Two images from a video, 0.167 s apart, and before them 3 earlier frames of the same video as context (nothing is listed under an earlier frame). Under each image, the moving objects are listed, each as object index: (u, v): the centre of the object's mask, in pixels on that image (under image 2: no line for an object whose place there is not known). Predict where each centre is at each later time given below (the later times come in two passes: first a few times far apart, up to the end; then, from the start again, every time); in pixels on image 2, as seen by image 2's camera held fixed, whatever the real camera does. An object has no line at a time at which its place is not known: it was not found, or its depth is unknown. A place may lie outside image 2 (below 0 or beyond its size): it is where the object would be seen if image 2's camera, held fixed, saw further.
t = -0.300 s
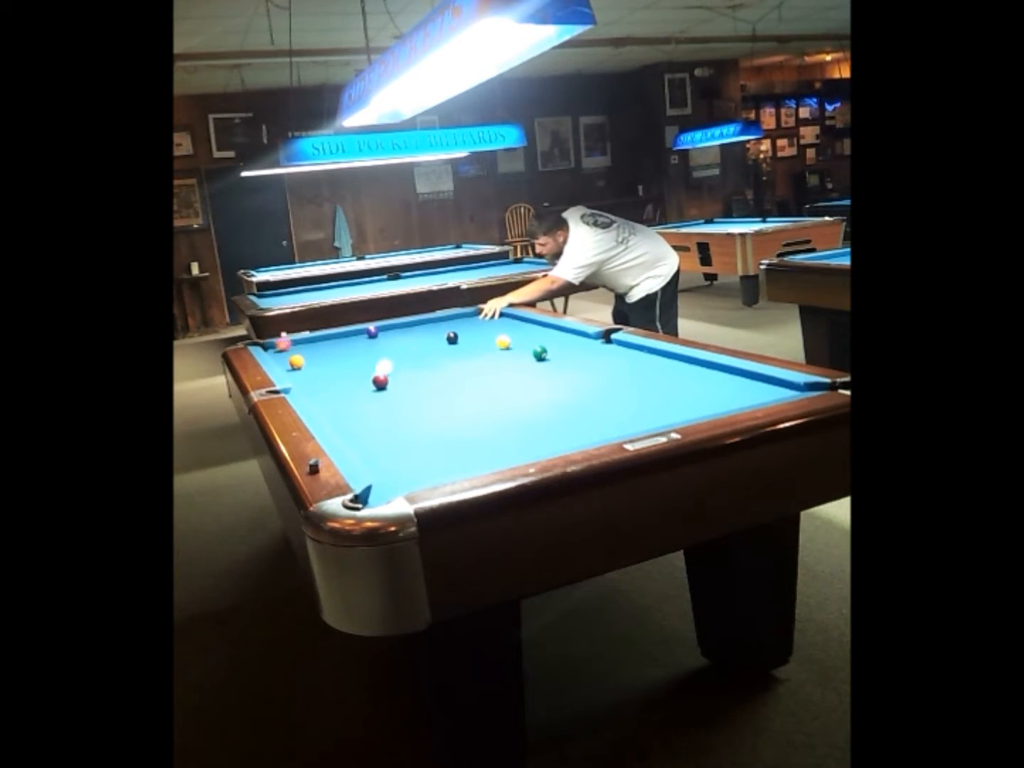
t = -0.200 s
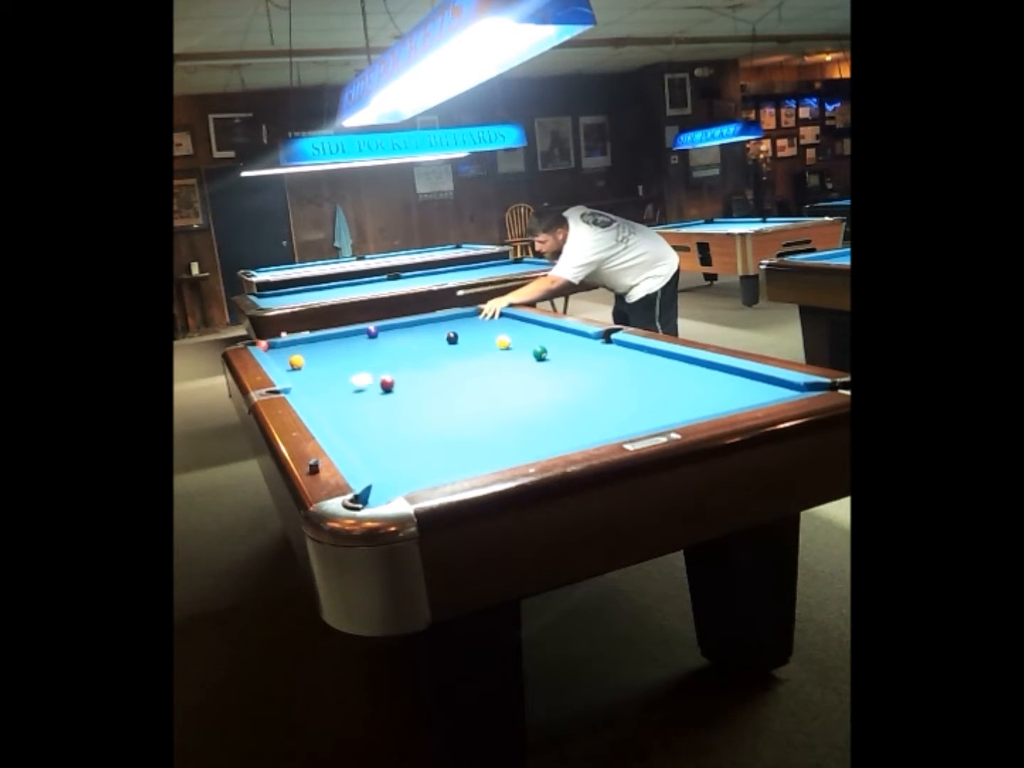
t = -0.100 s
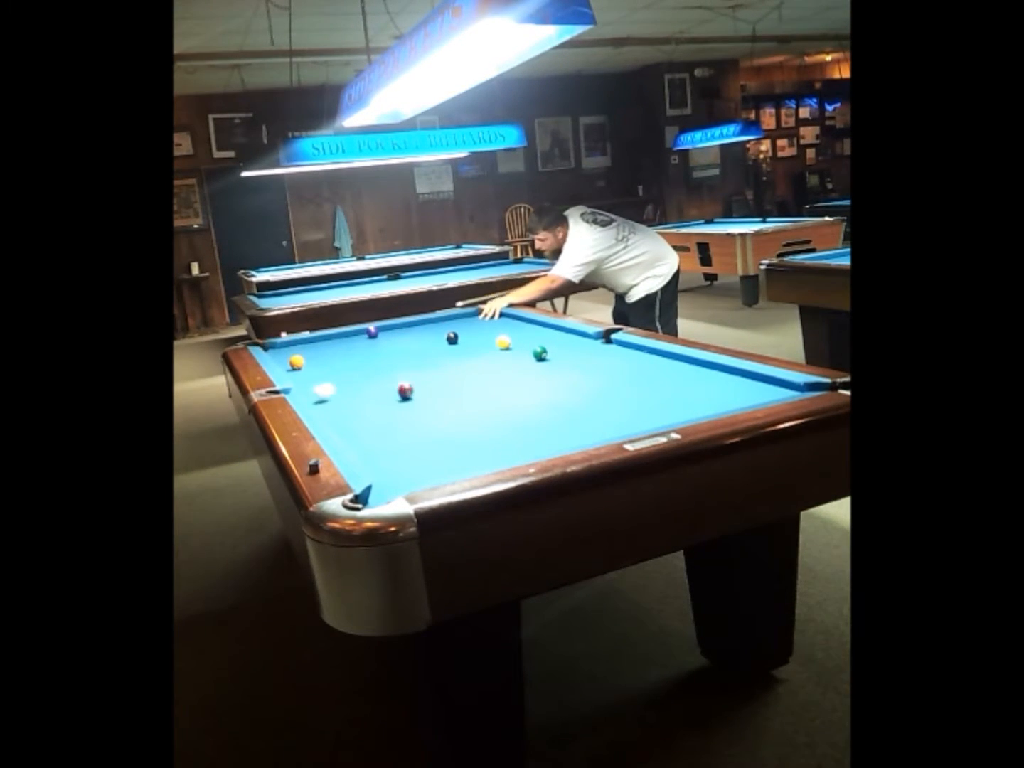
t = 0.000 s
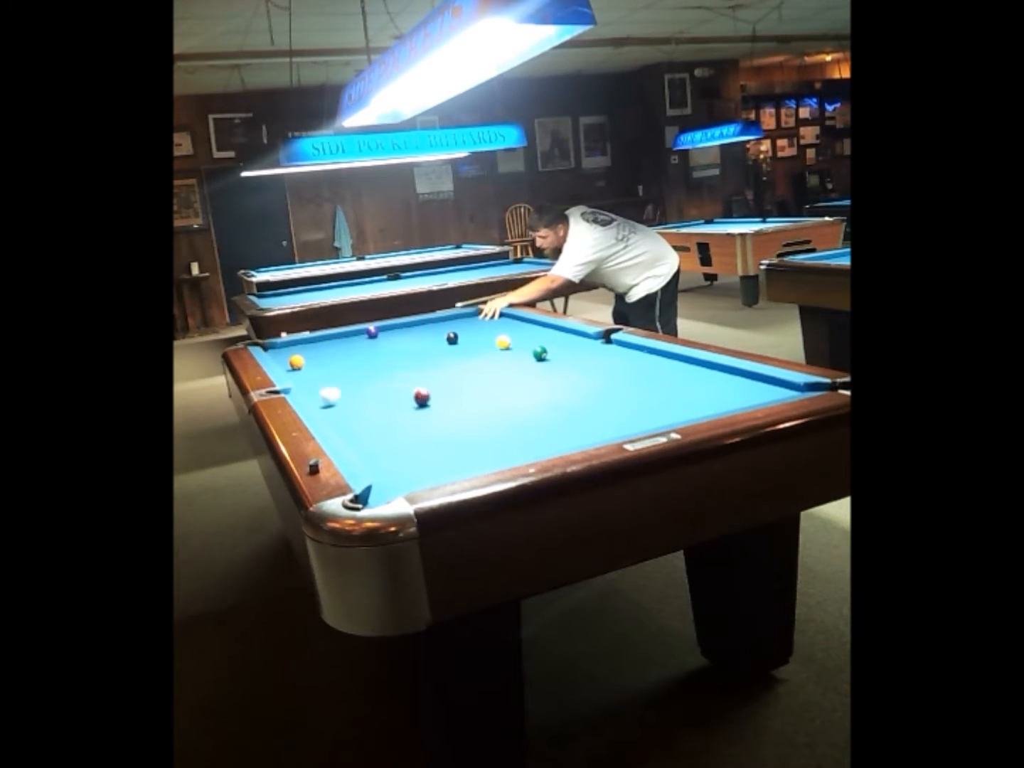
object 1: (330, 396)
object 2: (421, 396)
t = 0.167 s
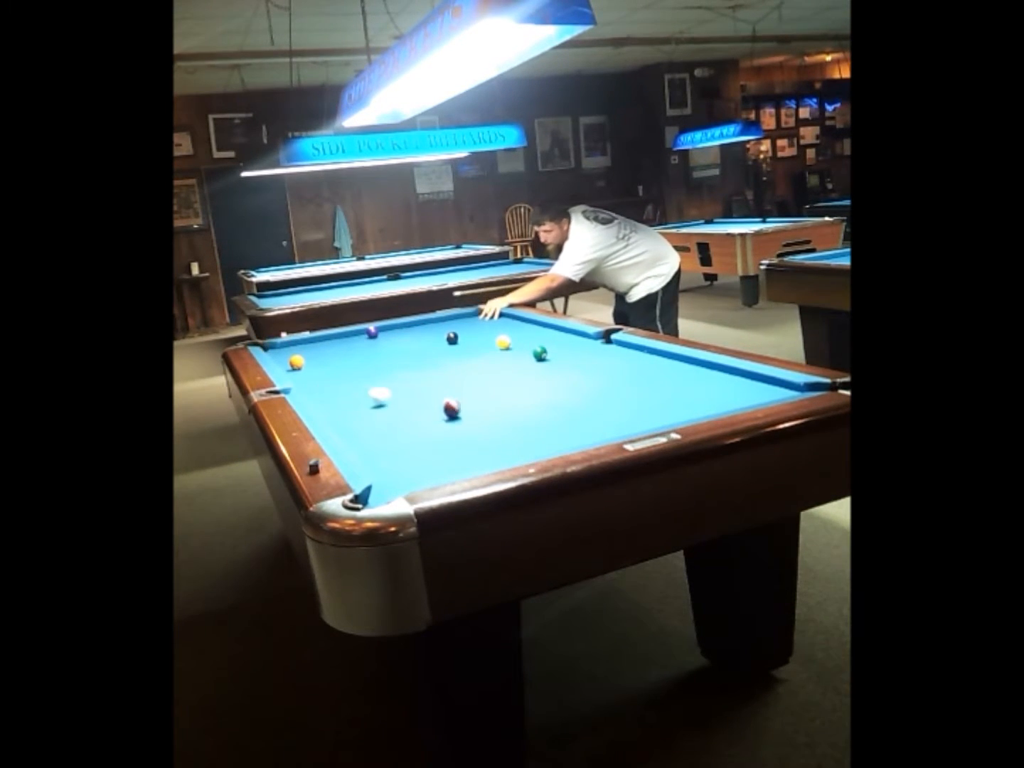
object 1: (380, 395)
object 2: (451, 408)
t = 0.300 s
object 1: (420, 396)
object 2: (478, 418)
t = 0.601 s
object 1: (515, 395)
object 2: (551, 442)
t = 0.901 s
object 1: (619, 396)
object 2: (534, 430)
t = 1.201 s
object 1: (730, 396)
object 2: (509, 413)
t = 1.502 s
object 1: (794, 386)
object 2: (489, 398)
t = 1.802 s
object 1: (760, 394)
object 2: (472, 386)
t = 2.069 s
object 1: (731, 401)
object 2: (460, 376)
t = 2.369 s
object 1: (701, 408)
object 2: (449, 368)
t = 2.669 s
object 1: (671, 415)
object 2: (439, 361)
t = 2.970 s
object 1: (644, 422)
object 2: (431, 354)
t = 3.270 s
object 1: (618, 428)
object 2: (424, 350)
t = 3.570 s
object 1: (593, 434)
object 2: (418, 345)
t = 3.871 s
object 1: (571, 439)
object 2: (413, 341)
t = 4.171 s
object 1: (552, 444)
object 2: (408, 337)
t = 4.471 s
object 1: (534, 447)
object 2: (404, 334)
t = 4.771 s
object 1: (520, 450)
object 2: (399, 331)
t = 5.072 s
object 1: (508, 453)
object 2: (396, 329)
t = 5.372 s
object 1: (499, 455)
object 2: (393, 327)
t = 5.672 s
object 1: (491, 457)
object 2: (393, 326)
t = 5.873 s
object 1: (489, 457)
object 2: (395, 327)
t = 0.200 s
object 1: (390, 395)
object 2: (458, 410)
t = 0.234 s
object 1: (400, 395)
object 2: (464, 413)
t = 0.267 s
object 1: (410, 396)
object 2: (471, 416)
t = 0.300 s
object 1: (420, 396)
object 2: (478, 418)
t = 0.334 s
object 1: (431, 396)
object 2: (485, 421)
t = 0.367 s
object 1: (441, 395)
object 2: (493, 424)
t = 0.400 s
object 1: (451, 395)
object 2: (501, 426)
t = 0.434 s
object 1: (462, 395)
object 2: (508, 430)
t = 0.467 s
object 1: (472, 395)
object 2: (516, 432)
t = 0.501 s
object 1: (483, 395)
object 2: (525, 436)
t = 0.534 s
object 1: (494, 395)
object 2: (533, 439)
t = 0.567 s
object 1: (504, 395)
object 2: (542, 441)
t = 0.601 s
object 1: (515, 395)
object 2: (551, 442)
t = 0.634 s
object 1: (526, 395)
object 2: (558, 443)
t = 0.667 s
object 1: (537, 395)
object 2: (557, 442)
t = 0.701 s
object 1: (548, 395)
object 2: (553, 441)
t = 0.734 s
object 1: (560, 396)
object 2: (550, 441)
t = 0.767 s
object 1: (572, 396)
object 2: (547, 439)
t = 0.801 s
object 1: (583, 396)
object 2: (544, 437)
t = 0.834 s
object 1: (594, 396)
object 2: (540, 435)
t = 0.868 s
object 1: (606, 395)
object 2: (537, 432)
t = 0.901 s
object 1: (619, 396)
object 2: (534, 430)
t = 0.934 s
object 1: (630, 395)
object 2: (531, 428)
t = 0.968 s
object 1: (642, 395)
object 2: (528, 426)
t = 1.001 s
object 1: (654, 395)
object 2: (525, 424)
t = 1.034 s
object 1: (667, 396)
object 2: (522, 422)
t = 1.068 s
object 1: (679, 396)
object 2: (520, 420)
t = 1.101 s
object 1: (692, 396)
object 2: (517, 418)
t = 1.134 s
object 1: (704, 396)
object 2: (514, 416)
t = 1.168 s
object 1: (717, 396)
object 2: (512, 414)
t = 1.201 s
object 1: (730, 396)
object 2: (509, 413)
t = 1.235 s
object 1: (743, 395)
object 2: (507, 411)
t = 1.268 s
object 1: (756, 394)
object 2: (505, 409)
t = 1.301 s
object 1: (768, 393)
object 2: (502, 407)
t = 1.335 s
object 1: (781, 392)
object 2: (500, 406)
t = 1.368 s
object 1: (788, 390)
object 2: (498, 404)
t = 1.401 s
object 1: (791, 389)
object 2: (495, 402)
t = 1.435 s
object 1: (794, 387)
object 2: (493, 401)
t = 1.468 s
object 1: (798, 385)
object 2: (491, 399)
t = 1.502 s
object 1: (794, 386)
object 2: (489, 398)
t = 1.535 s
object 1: (790, 387)
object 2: (487, 396)
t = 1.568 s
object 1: (786, 388)
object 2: (485, 394)
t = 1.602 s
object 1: (782, 389)
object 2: (483, 393)
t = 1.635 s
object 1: (778, 390)
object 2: (481, 392)
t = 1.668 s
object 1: (775, 391)
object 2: (479, 390)
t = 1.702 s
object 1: (771, 391)
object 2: (477, 389)
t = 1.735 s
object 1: (767, 392)
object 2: (476, 388)
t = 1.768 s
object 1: (764, 393)
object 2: (474, 387)
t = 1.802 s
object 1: (760, 394)
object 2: (472, 386)
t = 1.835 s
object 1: (756, 395)
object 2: (471, 384)
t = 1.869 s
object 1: (753, 396)
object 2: (469, 383)
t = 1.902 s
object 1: (749, 397)
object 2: (468, 382)
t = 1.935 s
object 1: (745, 398)
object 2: (466, 381)
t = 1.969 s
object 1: (742, 399)
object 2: (465, 380)
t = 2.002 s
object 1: (738, 399)
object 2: (463, 378)
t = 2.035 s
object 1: (735, 400)
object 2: (462, 377)
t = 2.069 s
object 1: (731, 401)
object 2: (460, 376)
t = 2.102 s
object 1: (728, 402)
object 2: (459, 375)
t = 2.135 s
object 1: (724, 403)
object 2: (457, 374)
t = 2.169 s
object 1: (721, 404)
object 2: (456, 373)
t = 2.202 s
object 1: (718, 404)
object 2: (454, 373)
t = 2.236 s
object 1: (714, 405)
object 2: (454, 372)
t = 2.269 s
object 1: (711, 406)
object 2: (452, 371)
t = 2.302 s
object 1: (707, 407)
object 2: (451, 370)
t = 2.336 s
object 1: (704, 407)
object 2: (449, 369)
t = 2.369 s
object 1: (701, 408)
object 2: (449, 368)
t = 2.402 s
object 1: (697, 409)
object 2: (448, 367)
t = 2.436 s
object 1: (694, 410)
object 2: (446, 366)
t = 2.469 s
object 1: (690, 411)
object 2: (445, 365)
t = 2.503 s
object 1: (688, 411)
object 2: (444, 365)
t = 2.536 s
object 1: (684, 412)
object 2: (443, 364)
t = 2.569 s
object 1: (681, 413)
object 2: (442, 363)
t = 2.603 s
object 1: (678, 414)
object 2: (441, 362)
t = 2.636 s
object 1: (675, 414)
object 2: (440, 361)
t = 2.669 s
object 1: (671, 415)
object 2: (439, 361)
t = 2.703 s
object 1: (669, 416)
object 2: (438, 360)
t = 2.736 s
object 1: (665, 417)
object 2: (437, 359)
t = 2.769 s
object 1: (662, 417)
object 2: (436, 358)
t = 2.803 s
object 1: (658, 418)
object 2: (435, 358)
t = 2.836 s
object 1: (655, 419)
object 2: (434, 357)
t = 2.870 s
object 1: (652, 420)
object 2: (433, 357)
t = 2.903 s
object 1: (649, 420)
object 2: (432, 356)
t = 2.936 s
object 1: (647, 421)
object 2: (432, 355)
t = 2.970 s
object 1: (644, 422)
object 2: (431, 354)
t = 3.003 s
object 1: (641, 423)
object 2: (430, 354)
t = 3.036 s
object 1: (638, 423)
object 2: (429, 353)
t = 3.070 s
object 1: (635, 424)
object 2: (428, 353)
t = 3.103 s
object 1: (632, 425)
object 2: (428, 352)
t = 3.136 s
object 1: (629, 426)
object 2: (427, 352)
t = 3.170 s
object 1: (626, 426)
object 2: (426, 351)
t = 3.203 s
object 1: (624, 426)
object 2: (425, 350)
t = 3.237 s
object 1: (621, 427)
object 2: (425, 350)
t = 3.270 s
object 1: (618, 428)
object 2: (424, 350)
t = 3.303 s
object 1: (615, 429)
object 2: (423, 349)
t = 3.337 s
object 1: (612, 429)
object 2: (423, 348)
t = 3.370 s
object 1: (609, 430)
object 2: (422, 348)
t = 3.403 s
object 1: (607, 431)
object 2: (421, 347)
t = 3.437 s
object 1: (604, 432)
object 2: (421, 347)
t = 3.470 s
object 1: (601, 432)
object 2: (420, 346)
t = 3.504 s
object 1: (599, 433)
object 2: (420, 346)
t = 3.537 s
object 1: (596, 433)
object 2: (419, 345)
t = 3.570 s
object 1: (593, 434)
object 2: (418, 345)
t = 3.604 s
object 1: (591, 434)
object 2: (418, 344)
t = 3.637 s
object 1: (589, 435)
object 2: (417, 344)
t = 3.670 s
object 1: (586, 435)
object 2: (417, 344)
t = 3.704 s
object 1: (583, 436)
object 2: (416, 343)
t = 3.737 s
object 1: (581, 437)
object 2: (416, 342)
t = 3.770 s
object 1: (578, 437)
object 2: (415, 342)
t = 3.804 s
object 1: (576, 438)
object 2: (414, 341)
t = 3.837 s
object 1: (573, 439)
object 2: (414, 341)
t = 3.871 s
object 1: (571, 439)
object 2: (413, 341)
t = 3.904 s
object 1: (569, 439)
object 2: (413, 340)
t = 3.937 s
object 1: (567, 440)
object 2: (412, 340)
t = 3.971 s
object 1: (564, 441)
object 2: (411, 340)
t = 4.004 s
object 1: (562, 441)
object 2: (411, 339)
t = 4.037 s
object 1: (560, 442)
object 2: (410, 338)
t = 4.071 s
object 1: (558, 442)
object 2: (410, 338)
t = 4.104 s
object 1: (556, 443)
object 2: (409, 338)
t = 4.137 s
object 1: (554, 443)
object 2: (409, 337)
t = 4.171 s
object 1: (552, 444)
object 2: (408, 337)
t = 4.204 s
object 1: (550, 444)
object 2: (408, 337)
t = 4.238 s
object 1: (547, 445)
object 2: (407, 336)
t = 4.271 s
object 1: (546, 445)
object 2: (406, 336)
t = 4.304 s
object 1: (543, 445)
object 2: (406, 335)
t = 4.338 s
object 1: (541, 446)
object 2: (405, 335)
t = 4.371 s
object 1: (540, 446)
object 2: (405, 335)
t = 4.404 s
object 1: (538, 446)
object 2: (405, 335)
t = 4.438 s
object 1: (536, 447)
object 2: (404, 334)
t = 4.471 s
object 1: (534, 447)
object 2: (404, 334)
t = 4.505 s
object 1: (533, 448)
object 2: (403, 334)
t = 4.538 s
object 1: (531, 448)
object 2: (403, 333)
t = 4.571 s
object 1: (529, 449)
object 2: (402, 333)
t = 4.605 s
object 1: (528, 449)
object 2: (402, 332)
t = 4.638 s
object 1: (526, 450)
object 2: (402, 332)
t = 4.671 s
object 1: (525, 449)
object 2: (401, 332)
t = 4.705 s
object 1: (523, 450)
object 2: (400, 332)
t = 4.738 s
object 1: (521, 450)
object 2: (400, 331)
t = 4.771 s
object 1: (520, 450)
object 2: (399, 331)
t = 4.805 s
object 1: (518, 451)
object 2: (399, 331)
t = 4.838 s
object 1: (517, 452)
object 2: (398, 330)
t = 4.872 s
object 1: (515, 452)
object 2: (398, 330)
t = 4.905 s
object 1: (514, 452)
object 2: (398, 330)
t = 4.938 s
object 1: (513, 452)
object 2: (398, 330)
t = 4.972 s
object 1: (512, 452)
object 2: (397, 330)
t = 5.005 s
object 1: (510, 453)
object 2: (397, 329)
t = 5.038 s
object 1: (509, 453)
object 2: (396, 329)
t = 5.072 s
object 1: (508, 453)
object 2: (396, 329)
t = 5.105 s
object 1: (507, 454)
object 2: (396, 328)
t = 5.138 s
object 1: (506, 454)
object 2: (395, 328)
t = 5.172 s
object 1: (504, 454)
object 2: (395, 328)
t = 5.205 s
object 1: (503, 455)
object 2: (394, 328)
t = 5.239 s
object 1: (502, 455)
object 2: (394, 328)
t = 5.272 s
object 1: (501, 455)
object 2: (394, 328)
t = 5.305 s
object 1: (500, 455)
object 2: (393, 327)
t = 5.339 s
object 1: (500, 455)
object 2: (393, 327)
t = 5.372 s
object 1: (499, 455)
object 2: (393, 327)
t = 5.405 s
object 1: (498, 456)
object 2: (392, 327)
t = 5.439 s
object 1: (496, 456)
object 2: (391, 326)
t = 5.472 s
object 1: (495, 456)
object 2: (391, 326)
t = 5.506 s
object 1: (494, 456)
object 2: (391, 326)
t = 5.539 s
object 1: (494, 457)
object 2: (391, 326)
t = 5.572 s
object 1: (493, 457)
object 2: (392, 326)
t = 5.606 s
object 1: (493, 456)
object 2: (392, 326)
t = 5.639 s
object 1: (492, 457)
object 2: (392, 326)
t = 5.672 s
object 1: (491, 457)
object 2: (393, 326)
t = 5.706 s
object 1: (491, 457)
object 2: (393, 326)
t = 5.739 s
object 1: (491, 457)
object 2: (393, 327)
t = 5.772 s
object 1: (490, 457)
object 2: (394, 327)
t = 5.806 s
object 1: (490, 457)
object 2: (394, 327)
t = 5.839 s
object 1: (490, 457)
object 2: (395, 327)
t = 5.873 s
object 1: (489, 457)
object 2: (395, 327)
